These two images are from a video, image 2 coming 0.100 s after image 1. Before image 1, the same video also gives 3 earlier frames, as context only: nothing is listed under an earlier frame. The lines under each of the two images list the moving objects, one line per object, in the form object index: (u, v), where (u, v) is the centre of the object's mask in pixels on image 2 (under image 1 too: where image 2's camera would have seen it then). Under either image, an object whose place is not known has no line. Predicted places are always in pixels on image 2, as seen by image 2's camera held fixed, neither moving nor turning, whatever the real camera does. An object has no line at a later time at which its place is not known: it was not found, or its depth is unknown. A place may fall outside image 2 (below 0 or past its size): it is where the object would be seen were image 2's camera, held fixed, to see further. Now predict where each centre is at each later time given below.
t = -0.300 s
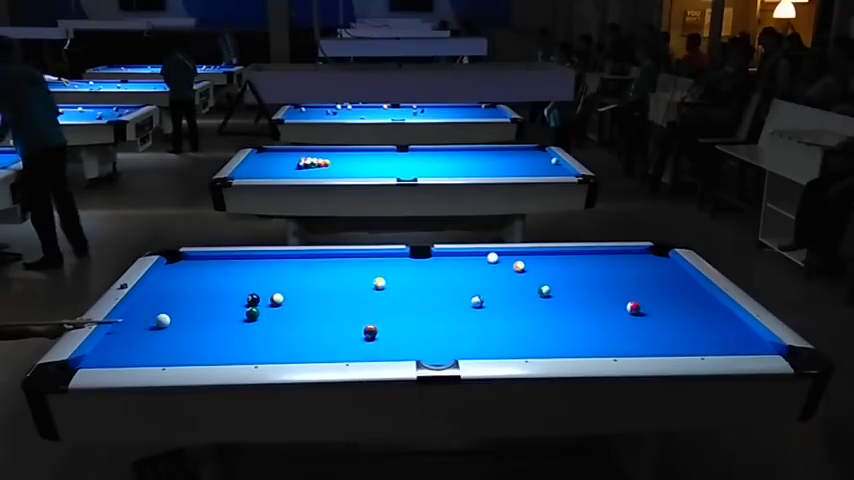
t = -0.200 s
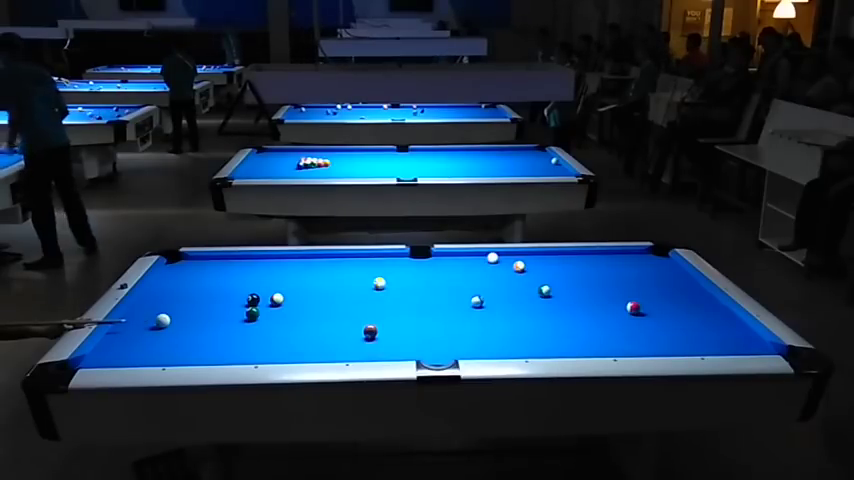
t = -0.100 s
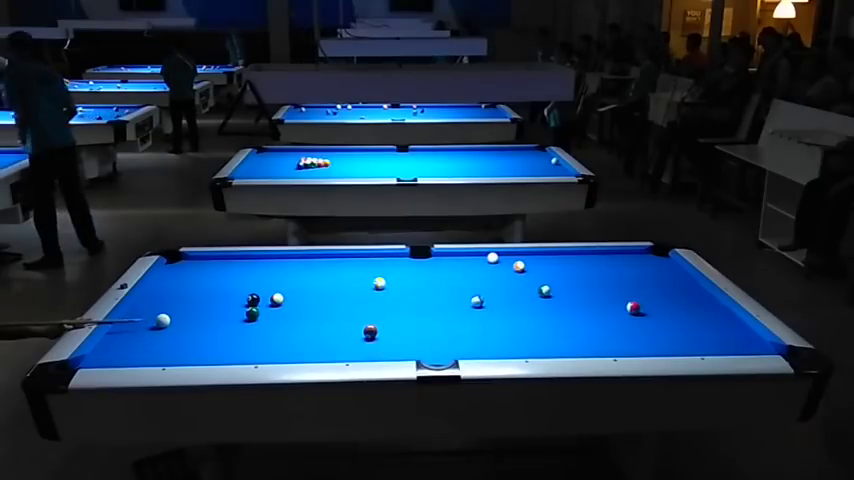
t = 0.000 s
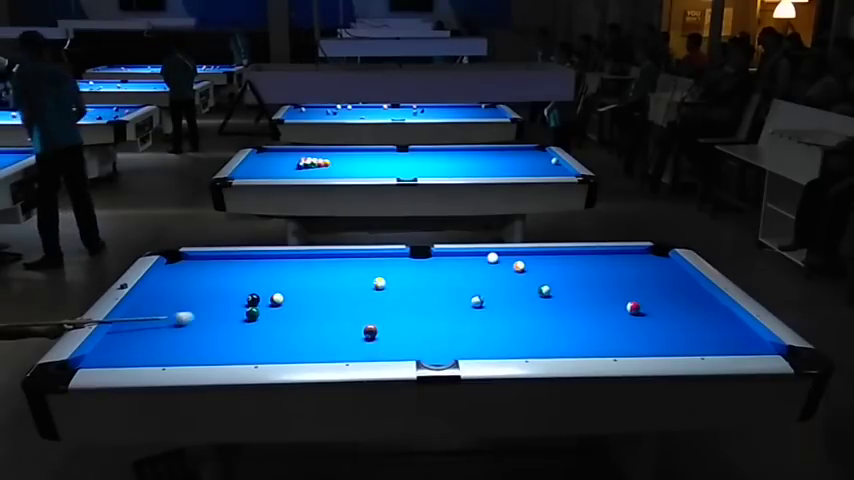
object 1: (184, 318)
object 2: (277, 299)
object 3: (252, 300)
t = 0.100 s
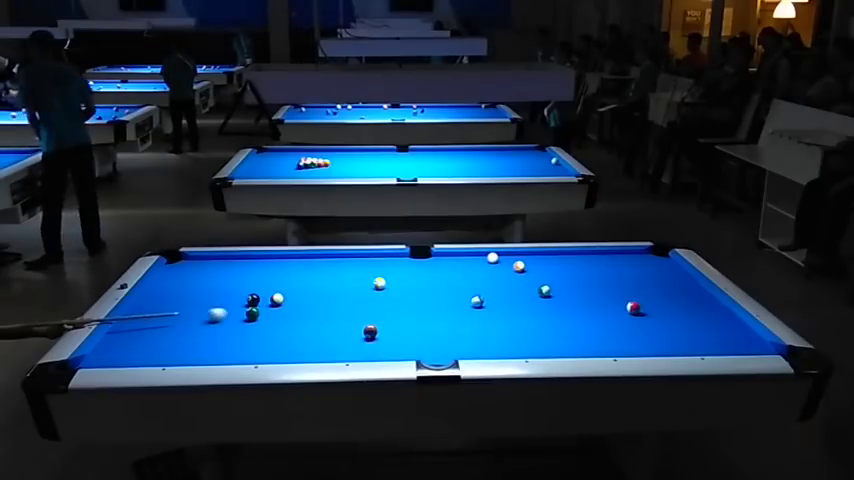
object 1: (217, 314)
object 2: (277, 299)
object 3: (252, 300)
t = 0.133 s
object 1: (228, 313)
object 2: (277, 299)
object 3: (252, 300)
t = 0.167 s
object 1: (237, 312)
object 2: (277, 299)
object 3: (252, 300)
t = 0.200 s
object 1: (242, 311)
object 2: (277, 299)
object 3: (253, 300)
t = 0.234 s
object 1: (245, 309)
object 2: (277, 299)
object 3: (253, 299)
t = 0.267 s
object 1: (249, 307)
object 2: (277, 299)
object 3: (254, 298)
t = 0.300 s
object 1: (252, 306)
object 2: (277, 299)
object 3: (253, 297)
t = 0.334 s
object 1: (257, 304)
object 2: (277, 299)
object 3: (251, 298)
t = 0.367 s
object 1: (260, 303)
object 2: (277, 299)
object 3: (251, 299)
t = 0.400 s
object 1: (264, 302)
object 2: (278, 299)
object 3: (252, 300)
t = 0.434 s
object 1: (264, 301)
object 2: (281, 298)
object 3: (252, 300)
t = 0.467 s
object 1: (265, 301)
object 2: (285, 297)
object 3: (251, 300)
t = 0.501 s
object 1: (265, 300)
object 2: (288, 297)
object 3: (251, 300)
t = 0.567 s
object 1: (268, 299)
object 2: (294, 295)
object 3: (250, 299)
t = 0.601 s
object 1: (269, 299)
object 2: (297, 295)
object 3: (250, 299)
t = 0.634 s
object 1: (270, 298)
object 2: (299, 294)
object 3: (249, 299)
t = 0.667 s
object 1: (271, 297)
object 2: (302, 294)
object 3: (249, 299)
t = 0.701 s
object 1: (272, 297)
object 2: (304, 293)
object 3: (248, 299)
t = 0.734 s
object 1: (273, 296)
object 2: (307, 293)
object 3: (248, 299)
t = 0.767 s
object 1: (274, 296)
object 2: (310, 292)
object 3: (248, 299)
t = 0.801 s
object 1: (275, 296)
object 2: (313, 292)
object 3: (248, 299)
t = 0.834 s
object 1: (276, 295)
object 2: (315, 291)
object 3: (247, 299)
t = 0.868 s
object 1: (277, 295)
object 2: (318, 290)
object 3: (247, 299)
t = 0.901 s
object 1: (277, 294)
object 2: (321, 290)
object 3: (247, 299)
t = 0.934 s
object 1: (278, 294)
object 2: (324, 289)
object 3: (246, 299)
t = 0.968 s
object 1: (279, 293)
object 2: (326, 288)
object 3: (246, 299)
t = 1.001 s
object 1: (280, 293)
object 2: (329, 288)
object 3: (246, 298)
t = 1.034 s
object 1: (281, 292)
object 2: (331, 287)
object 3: (246, 298)
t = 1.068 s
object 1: (281, 292)
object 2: (333, 287)
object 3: (246, 298)
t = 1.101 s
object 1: (282, 292)
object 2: (335, 286)
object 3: (246, 298)
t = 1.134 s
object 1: (283, 291)
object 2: (338, 286)
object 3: (245, 298)
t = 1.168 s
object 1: (284, 291)
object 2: (340, 285)
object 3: (245, 298)
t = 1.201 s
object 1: (284, 290)
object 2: (342, 285)
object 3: (245, 298)
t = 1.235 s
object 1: (285, 290)
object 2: (344, 284)
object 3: (245, 298)
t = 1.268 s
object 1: (286, 290)
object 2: (347, 284)
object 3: (245, 298)
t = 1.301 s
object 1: (286, 289)
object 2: (349, 283)
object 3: (245, 298)
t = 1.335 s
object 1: (287, 289)
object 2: (351, 283)
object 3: (245, 298)
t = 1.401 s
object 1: (289, 288)
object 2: (356, 282)
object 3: (245, 298)
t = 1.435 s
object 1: (290, 288)
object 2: (358, 281)
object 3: (245, 298)
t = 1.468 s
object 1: (290, 287)
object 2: (360, 281)
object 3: (245, 298)
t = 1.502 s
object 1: (291, 287)
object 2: (362, 281)
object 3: (245, 298)
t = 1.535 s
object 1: (291, 287)
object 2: (364, 280)
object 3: (245, 298)
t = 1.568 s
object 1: (292, 286)
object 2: (366, 280)
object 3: (245, 298)
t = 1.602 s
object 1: (293, 286)
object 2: (368, 279)
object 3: (245, 298)
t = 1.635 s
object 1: (293, 286)
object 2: (370, 279)
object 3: (245, 298)
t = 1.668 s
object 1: (294, 285)
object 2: (371, 278)
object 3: (245, 298)
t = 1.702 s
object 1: (294, 285)
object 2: (372, 277)
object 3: (245, 298)
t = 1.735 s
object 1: (295, 285)
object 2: (375, 277)
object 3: (245, 298)
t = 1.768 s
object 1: (295, 285)
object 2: (376, 276)
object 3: (245, 298)
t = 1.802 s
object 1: (296, 285)
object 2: (379, 275)
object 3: (245, 298)
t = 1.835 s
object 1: (297, 284)
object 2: (382, 275)
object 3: (245, 298)
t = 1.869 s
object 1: (297, 284)
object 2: (384, 275)
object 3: (245, 298)
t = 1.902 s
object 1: (298, 284)
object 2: (386, 275)
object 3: (245, 298)
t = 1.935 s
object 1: (298, 283)
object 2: (388, 275)
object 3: (245, 298)
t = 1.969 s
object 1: (299, 283)
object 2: (389, 275)
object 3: (245, 298)
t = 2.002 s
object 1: (299, 283)
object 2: (391, 275)
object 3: (245, 298)
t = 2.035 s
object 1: (300, 283)
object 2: (393, 274)
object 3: (245, 298)
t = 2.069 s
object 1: (301, 283)
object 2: (394, 274)
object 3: (245, 298)
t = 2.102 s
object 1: (301, 283)
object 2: (396, 274)
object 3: (245, 298)
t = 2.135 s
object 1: (301, 282)
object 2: (397, 273)
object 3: (245, 298)
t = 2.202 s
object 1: (302, 282)
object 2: (400, 273)
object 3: (245, 298)
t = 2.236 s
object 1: (303, 282)
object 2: (402, 272)
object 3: (245, 298)
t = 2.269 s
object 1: (303, 282)
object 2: (403, 272)
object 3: (245, 298)
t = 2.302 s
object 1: (304, 281)
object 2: (405, 271)
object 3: (245, 298)
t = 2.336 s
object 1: (304, 281)
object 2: (406, 271)
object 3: (245, 298)
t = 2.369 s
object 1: (304, 281)
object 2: (408, 271)
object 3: (245, 298)
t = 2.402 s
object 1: (305, 281)
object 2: (410, 271)
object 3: (245, 298)
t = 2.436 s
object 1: (305, 281)
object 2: (411, 270)
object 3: (245, 298)
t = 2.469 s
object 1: (305, 281)
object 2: (413, 270)
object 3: (245, 298)
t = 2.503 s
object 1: (306, 281)
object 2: (414, 270)
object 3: (245, 298)
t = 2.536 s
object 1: (306, 281)
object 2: (416, 269)
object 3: (245, 298)
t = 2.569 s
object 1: (306, 280)
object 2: (417, 269)
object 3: (245, 298)
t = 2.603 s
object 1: (307, 280)
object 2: (419, 269)
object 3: (245, 298)
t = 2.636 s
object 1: (307, 280)
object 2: (420, 268)
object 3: (245, 298)
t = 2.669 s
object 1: (307, 280)
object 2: (421, 268)
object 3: (245, 298)
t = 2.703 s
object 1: (307, 280)
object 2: (423, 268)
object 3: (245, 298)
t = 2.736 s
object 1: (307, 280)
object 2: (424, 268)
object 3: (245, 298)
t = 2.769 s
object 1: (308, 280)
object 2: (425, 267)
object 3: (245, 298)
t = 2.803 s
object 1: (308, 280)
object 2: (427, 267)
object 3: (245, 298)
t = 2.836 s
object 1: (309, 280)
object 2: (428, 267)
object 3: (245, 298)
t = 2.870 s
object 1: (309, 279)
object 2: (429, 266)
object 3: (245, 298)
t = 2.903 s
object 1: (309, 279)
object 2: (430, 266)
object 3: (245, 298)
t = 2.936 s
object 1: (309, 280)
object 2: (431, 266)
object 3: (245, 298)
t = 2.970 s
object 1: (309, 279)
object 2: (433, 266)
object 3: (245, 298)
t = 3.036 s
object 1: (309, 279)
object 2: (435, 265)
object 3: (245, 298)
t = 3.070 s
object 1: (309, 279)
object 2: (436, 265)
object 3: (245, 298)
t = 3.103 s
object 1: (310, 279)
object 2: (437, 265)
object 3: (244, 298)
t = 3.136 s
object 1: (310, 279)
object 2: (439, 265)
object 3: (245, 298)
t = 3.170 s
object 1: (310, 279)
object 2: (440, 265)
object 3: (245, 298)
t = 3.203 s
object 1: (310, 279)
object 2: (441, 264)
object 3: (245, 298)
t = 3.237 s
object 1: (310, 279)
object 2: (442, 264)
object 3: (245, 298)
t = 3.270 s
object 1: (310, 279)
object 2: (443, 263)
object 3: (245, 298)
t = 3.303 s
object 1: (310, 279)
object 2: (444, 263)
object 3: (245, 298)
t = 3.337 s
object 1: (310, 279)
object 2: (445, 263)
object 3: (245, 298)
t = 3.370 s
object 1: (310, 279)
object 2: (446, 263)
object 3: (245, 298)
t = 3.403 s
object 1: (310, 279)
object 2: (447, 263)
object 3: (245, 298)
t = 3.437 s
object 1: (310, 279)
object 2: (448, 263)
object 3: (245, 298)
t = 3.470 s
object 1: (310, 279)
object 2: (450, 262)
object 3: (245, 298)
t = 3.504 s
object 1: (310, 279)
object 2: (451, 262)
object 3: (245, 298)
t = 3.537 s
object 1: (310, 279)
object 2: (451, 262)
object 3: (245, 298)
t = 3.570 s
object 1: (310, 279)
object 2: (452, 262)
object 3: (245, 298)
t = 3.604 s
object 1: (310, 279)
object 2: (453, 262)
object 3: (245, 298)
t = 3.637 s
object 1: (310, 279)
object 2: (454, 262)
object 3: (245, 298)
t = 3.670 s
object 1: (310, 279)
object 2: (455, 261)
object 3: (245, 298)
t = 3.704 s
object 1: (310, 279)
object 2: (456, 261)
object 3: (245, 298)
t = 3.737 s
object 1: (310, 279)
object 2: (457, 261)
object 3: (245, 298)
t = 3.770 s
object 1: (310, 279)
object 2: (457, 261)
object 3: (245, 298)
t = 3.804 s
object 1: (310, 279)
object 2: (458, 261)
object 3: (245, 298)
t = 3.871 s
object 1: (310, 279)
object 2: (459, 260)
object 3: (245, 298)
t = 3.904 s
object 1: (310, 279)
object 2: (460, 260)
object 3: (245, 298)
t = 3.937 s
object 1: (310, 279)
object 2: (461, 260)
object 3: (245, 298)
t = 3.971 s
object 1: (310, 279)
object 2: (462, 260)
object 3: (245, 298)
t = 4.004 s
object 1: (310, 279)
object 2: (462, 260)
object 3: (245, 298)
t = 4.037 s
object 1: (310, 279)
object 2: (463, 260)
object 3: (245, 298)
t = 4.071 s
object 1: (310, 279)
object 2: (464, 260)
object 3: (245, 298)
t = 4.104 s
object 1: (310, 279)
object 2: (464, 260)
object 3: (245, 298)
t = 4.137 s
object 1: (310, 279)
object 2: (465, 260)
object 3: (245, 298)
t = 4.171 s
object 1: (310, 279)
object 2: (466, 259)
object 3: (245, 298)
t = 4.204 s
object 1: (310, 279)
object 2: (467, 259)
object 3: (245, 298)
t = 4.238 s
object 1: (310, 279)
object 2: (467, 259)
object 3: (245, 298)
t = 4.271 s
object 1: (310, 279)
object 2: (468, 259)
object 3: (245, 298)
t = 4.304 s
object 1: (310, 279)
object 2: (468, 259)
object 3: (245, 298)
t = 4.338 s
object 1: (310, 279)
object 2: (469, 259)
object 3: (245, 298)
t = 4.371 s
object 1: (310, 279)
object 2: (470, 259)
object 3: (245, 298)
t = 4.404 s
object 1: (310, 279)
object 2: (470, 259)
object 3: (245, 298)
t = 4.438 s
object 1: (310, 279)
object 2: (471, 259)
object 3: (244, 298)
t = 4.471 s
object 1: (310, 279)
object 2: (471, 259)
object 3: (245, 298)
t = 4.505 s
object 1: (310, 279)
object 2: (471, 258)
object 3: (245, 298)
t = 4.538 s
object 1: (310, 279)
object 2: (472, 258)
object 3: (245, 298)
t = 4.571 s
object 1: (310, 279)
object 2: (472, 258)
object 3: (245, 298)
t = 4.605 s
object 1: (310, 279)
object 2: (473, 258)
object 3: (245, 298)
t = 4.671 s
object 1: (310, 279)
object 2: (474, 258)
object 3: (245, 298)
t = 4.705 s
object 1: (310, 279)
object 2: (474, 258)
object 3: (245, 298)
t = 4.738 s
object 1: (310, 279)
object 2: (474, 258)
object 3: (245, 298)
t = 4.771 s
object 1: (310, 279)
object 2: (475, 258)
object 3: (245, 298)
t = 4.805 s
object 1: (310, 279)
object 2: (475, 258)
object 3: (245, 298)
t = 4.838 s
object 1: (310, 279)
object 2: (476, 257)
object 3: (245, 298)
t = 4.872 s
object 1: (310, 279)
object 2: (476, 257)
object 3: (244, 298)
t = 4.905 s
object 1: (310, 279)
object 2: (476, 257)
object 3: (245, 298)
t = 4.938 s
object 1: (310, 279)
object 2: (477, 257)
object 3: (245, 298)
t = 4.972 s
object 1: (310, 279)
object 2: (477, 257)
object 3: (245, 298)
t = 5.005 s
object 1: (310, 279)
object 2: (477, 257)
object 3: (245, 298)
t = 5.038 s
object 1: (310, 279)
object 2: (477, 257)
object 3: (245, 298)
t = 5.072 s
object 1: (310, 279)
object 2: (478, 257)
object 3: (245, 298)
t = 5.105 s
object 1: (310, 279)
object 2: (478, 257)
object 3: (245, 298)
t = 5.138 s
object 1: (310, 279)
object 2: (478, 257)
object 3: (245, 298)
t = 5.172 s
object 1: (310, 279)
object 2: (478, 257)
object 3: (245, 298)
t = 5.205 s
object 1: (310, 279)
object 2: (478, 257)
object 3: (245, 298)
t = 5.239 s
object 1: (310, 279)
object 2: (478, 257)
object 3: (245, 298)
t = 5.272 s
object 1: (310, 279)
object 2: (478, 257)
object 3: (245, 298)
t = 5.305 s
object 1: (310, 279)
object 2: (478, 257)
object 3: (245, 298)
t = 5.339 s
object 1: (310, 279)
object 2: (479, 257)
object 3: (245, 298)
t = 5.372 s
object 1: (310, 279)
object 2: (479, 257)
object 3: (245, 298)
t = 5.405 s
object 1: (310, 279)
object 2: (479, 257)
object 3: (245, 298)
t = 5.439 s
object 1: (310, 279)
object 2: (479, 257)
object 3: (245, 298)
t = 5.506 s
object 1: (310, 279)
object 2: (479, 257)
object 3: (245, 298)
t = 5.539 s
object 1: (310, 279)
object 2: (479, 257)
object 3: (245, 298)
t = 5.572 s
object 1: (310, 279)
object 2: (479, 257)
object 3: (245, 298)
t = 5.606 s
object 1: (310, 279)
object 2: (479, 257)
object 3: (245, 298)
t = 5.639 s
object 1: (310, 279)
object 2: (479, 257)
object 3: (245, 298)
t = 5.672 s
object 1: (310, 279)
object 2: (479, 257)
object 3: (245, 298)
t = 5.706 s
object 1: (310, 279)
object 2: (479, 257)
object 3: (245, 298)
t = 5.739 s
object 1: (310, 279)
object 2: (479, 257)
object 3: (245, 298)
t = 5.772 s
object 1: (310, 279)
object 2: (479, 257)
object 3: (245, 298)
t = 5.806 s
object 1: (310, 279)
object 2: (479, 257)
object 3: (245, 298)
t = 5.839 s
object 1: (310, 279)
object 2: (479, 257)
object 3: (245, 298)
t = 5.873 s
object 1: (310, 279)
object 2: (479, 257)
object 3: (245, 298)
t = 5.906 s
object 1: (310, 279)
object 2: (479, 257)
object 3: (245, 298)
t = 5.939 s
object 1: (310, 279)
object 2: (479, 257)
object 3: (245, 298)
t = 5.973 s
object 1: (310, 279)
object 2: (479, 257)
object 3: (245, 298)
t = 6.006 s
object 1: (310, 279)
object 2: (479, 257)
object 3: (245, 298)
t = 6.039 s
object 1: (310, 279)
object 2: (479, 257)
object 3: (244, 298)
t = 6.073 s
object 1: (310, 279)
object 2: (479, 257)
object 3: (245, 298)
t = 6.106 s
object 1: (310, 279)
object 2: (479, 257)
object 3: (245, 298)
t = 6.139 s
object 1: (310, 279)
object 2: (479, 257)
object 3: (245, 298)
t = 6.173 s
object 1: (310, 279)
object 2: (479, 257)
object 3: (245, 298)
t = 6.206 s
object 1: (310, 279)
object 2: (479, 257)
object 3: (245, 298)
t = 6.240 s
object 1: (310, 279)
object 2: (479, 257)
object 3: (245, 298)
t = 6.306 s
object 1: (310, 279)
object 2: (479, 257)
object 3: (245, 298)
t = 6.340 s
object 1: (310, 279)
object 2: (479, 257)
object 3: (245, 298)
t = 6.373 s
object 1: (310, 279)
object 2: (479, 257)
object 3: (245, 298)
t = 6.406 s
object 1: (310, 279)
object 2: (479, 257)
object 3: (245, 298)
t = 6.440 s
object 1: (310, 279)
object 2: (479, 257)
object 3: (245, 298)
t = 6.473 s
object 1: (310, 279)
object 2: (479, 257)
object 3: (245, 298)
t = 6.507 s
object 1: (310, 279)
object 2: (479, 257)
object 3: (245, 298)
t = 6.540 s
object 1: (310, 279)
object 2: (479, 257)
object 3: (245, 298)
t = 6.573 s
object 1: (310, 279)
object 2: (479, 257)
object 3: (245, 298)
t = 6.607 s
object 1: (310, 279)
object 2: (479, 257)
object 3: (245, 298)
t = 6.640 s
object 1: (310, 279)
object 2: (479, 257)
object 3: (245, 298)
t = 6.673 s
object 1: (310, 279)
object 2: (479, 257)
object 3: (245, 298)
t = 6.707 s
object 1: (310, 279)
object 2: (479, 257)
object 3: (245, 298)
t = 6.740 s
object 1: (310, 279)
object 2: (479, 257)
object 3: (245, 298)
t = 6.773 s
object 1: (310, 279)
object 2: (479, 257)
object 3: (245, 298)
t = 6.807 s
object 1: (310, 279)
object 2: (479, 257)
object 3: (245, 298)
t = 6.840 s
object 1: (310, 279)
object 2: (479, 257)
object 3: (245, 298)
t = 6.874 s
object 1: (310, 279)
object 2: (479, 257)
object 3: (245, 298)
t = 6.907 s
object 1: (310, 279)
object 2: (479, 257)
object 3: (245, 298)
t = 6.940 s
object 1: (310, 279)
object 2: (479, 257)
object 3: (245, 298)
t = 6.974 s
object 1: (310, 279)
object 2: (479, 257)
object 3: (245, 298)
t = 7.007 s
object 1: (310, 279)
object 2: (479, 257)
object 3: (245, 298)
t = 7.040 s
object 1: (310, 279)
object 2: (479, 257)
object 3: (245, 298)
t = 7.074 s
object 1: (310, 279)
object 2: (479, 257)
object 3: (245, 298)
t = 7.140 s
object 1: (310, 279)
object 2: (479, 257)
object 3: (245, 298)
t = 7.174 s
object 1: (310, 279)
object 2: (479, 257)
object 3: (245, 298)
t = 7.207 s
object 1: (310, 279)
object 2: (479, 257)
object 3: (245, 298)
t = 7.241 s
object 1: (310, 279)
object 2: (479, 257)
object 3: (245, 298)
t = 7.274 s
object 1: (310, 279)
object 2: (479, 257)
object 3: (245, 298)
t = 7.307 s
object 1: (310, 279)
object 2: (479, 257)
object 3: (245, 298)
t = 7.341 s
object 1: (310, 279)
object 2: (479, 257)
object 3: (245, 298)
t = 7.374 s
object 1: (310, 279)
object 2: (479, 257)
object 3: (245, 298)
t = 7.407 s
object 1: (310, 279)
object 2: (479, 257)
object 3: (245, 298)
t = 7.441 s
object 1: (310, 279)
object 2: (479, 257)
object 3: (245, 298)
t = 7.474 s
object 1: (310, 279)
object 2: (479, 257)
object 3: (245, 298)
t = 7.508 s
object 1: (310, 279)
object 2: (479, 257)
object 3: (245, 298)
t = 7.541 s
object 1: (310, 279)
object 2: (479, 257)
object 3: (245, 298)
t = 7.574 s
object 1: (310, 279)
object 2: (479, 257)
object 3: (245, 298)
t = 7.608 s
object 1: (310, 279)
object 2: (479, 257)
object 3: (245, 298)
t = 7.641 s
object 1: (310, 279)
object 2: (479, 257)
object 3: (245, 298)
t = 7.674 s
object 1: (310, 279)
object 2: (479, 257)
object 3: (245, 298)
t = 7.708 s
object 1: (310, 279)
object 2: (479, 257)
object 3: (245, 298)
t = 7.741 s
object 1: (310, 279)
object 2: (479, 257)
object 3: (245, 298)
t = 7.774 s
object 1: (310, 279)
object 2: (479, 257)
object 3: (245, 298)
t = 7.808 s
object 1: (310, 279)
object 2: (479, 257)
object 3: (245, 298)
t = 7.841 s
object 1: (310, 279)
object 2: (479, 257)
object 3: (245, 298)
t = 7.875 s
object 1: (310, 279)
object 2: (479, 257)
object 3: (245, 298)
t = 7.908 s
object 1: (310, 279)
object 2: (479, 257)
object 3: (245, 298)
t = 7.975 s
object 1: (310, 279)
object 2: (479, 257)
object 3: (245, 298)
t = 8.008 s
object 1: (310, 279)
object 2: (479, 257)
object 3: (245, 298)
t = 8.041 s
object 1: (310, 279)
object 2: (479, 257)
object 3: (245, 298)
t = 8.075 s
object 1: (310, 279)
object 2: (479, 257)
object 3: (245, 298)
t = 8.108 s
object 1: (310, 279)
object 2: (479, 257)
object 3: (245, 298)
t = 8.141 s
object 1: (310, 279)
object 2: (479, 257)
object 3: (245, 298)
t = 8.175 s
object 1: (310, 279)
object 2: (479, 257)
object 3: (245, 298)
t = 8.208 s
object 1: (310, 279)
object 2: (479, 257)
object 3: (245, 298)
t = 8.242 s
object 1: (310, 279)
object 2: (479, 257)
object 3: (245, 298)
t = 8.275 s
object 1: (310, 279)
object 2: (479, 257)
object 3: (245, 298)
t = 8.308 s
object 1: (310, 279)
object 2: (479, 257)
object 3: (245, 298)
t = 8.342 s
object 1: (310, 279)
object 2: (479, 257)
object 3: (245, 298)
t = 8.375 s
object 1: (310, 279)
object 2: (479, 257)
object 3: (245, 298)
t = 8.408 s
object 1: (310, 279)
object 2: (479, 257)
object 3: (245, 298)
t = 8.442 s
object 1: (310, 279)
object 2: (479, 257)
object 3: (245, 298)
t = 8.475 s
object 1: (310, 279)
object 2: (479, 257)
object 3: (245, 298)
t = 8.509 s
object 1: (310, 279)
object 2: (479, 257)
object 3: (245, 298)
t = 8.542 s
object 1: (310, 279)
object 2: (479, 257)
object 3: (245, 298)
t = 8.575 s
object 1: (310, 279)
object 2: (479, 257)
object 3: (245, 298)
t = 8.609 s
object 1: (310, 279)
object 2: (479, 257)
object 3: (245, 298)
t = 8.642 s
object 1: (310, 279)
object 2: (479, 257)
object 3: (245, 298)
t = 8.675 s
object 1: (310, 279)
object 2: (479, 257)
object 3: (245, 298)
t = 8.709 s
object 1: (310, 279)
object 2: (479, 257)
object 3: (245, 298)
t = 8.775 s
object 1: (310, 279)
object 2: (479, 257)
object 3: (245, 298)
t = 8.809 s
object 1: (310, 279)
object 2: (479, 257)
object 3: (245, 298)
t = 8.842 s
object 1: (310, 279)
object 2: (479, 257)
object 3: (245, 298)
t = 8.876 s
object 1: (310, 279)
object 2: (479, 257)
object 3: (245, 298)
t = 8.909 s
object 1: (310, 279)
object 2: (479, 257)
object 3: (245, 298)
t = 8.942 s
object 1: (310, 279)
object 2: (479, 257)
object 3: (245, 298)
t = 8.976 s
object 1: (310, 279)
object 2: (479, 257)
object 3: (245, 298)
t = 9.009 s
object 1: (310, 279)
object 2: (479, 257)
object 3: (245, 298)
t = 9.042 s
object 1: (310, 279)
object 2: (479, 257)
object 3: (245, 298)
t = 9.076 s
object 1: (310, 279)
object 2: (479, 257)
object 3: (245, 298)
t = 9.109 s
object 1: (310, 279)
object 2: (479, 257)
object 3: (244, 298)
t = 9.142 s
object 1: (310, 279)
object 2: (479, 257)
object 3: (245, 298)
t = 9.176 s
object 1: (310, 279)
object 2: (479, 257)
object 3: (245, 298)
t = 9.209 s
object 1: (310, 279)
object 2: (479, 257)
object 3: (245, 298)
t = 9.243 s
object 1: (310, 279)
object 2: (479, 257)
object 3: (245, 298)
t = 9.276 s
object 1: (310, 279)
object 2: (479, 257)
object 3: (245, 298)
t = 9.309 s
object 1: (310, 279)
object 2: (479, 257)
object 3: (245, 298)
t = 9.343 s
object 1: (310, 279)
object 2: (479, 257)
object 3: (245, 298)
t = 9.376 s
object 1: (310, 279)
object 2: (479, 257)
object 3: (245, 298)
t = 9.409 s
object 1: (310, 279)
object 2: (479, 257)
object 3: (245, 298)
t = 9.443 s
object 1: (310, 279)
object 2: (479, 257)
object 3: (245, 298)
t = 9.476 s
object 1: (310, 279)
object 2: (479, 257)
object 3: (245, 298)
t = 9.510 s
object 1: (310, 279)
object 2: (479, 257)
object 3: (245, 298)
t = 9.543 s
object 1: (310, 279)
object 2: (479, 257)
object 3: (245, 298)
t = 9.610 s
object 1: (310, 279)
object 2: (479, 257)
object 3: (245, 298)
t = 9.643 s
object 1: (310, 279)
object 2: (479, 257)
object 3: (245, 298)
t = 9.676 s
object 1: (310, 279)
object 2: (479, 257)
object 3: (245, 298)
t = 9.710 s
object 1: (310, 279)
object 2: (479, 257)
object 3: (245, 298)
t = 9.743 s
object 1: (310, 279)
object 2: (479, 257)
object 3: (245, 298)
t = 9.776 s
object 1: (310, 279)
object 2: (479, 257)
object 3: (245, 298)
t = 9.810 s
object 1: (310, 279)
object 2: (479, 257)
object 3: (245, 298)
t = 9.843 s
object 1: (310, 279)
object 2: (479, 257)
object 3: (245, 298)
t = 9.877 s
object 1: (310, 279)
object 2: (479, 257)
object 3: (245, 298)
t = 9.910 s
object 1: (310, 279)
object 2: (479, 257)
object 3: (245, 298)
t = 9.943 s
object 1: (310, 279)
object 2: (479, 257)
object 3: (245, 298)
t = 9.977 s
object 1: (310, 279)
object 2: (479, 257)
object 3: (245, 298)
